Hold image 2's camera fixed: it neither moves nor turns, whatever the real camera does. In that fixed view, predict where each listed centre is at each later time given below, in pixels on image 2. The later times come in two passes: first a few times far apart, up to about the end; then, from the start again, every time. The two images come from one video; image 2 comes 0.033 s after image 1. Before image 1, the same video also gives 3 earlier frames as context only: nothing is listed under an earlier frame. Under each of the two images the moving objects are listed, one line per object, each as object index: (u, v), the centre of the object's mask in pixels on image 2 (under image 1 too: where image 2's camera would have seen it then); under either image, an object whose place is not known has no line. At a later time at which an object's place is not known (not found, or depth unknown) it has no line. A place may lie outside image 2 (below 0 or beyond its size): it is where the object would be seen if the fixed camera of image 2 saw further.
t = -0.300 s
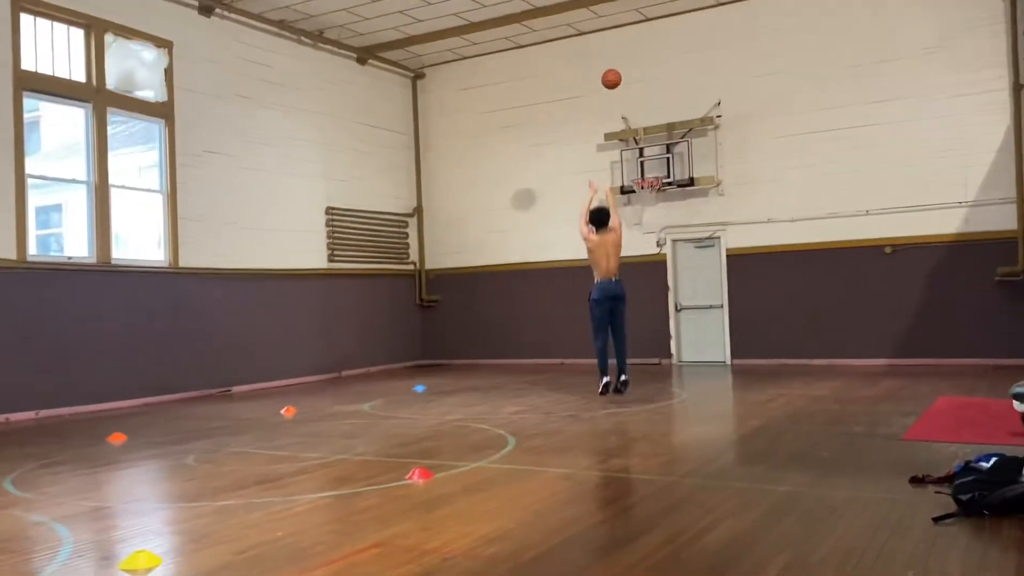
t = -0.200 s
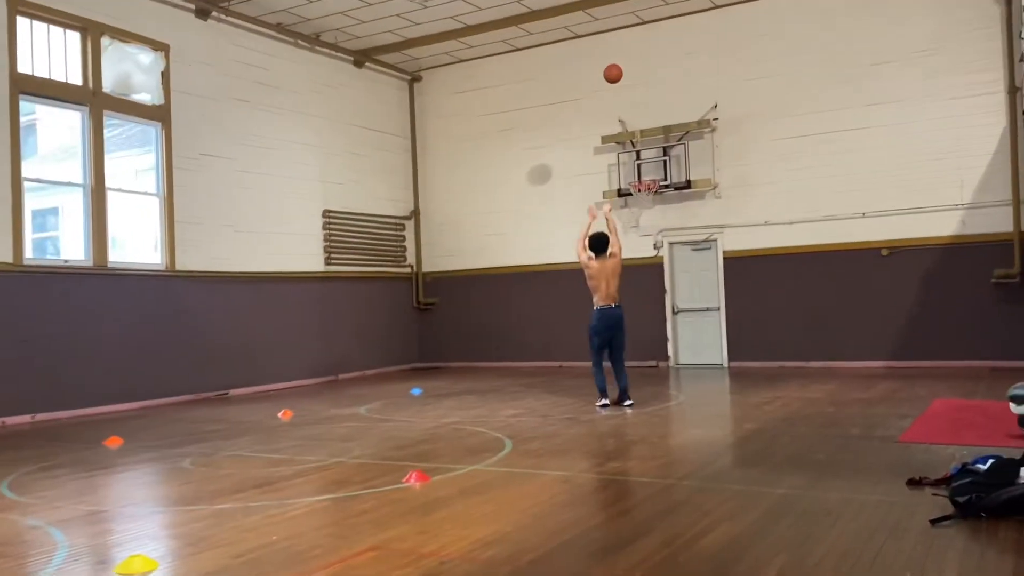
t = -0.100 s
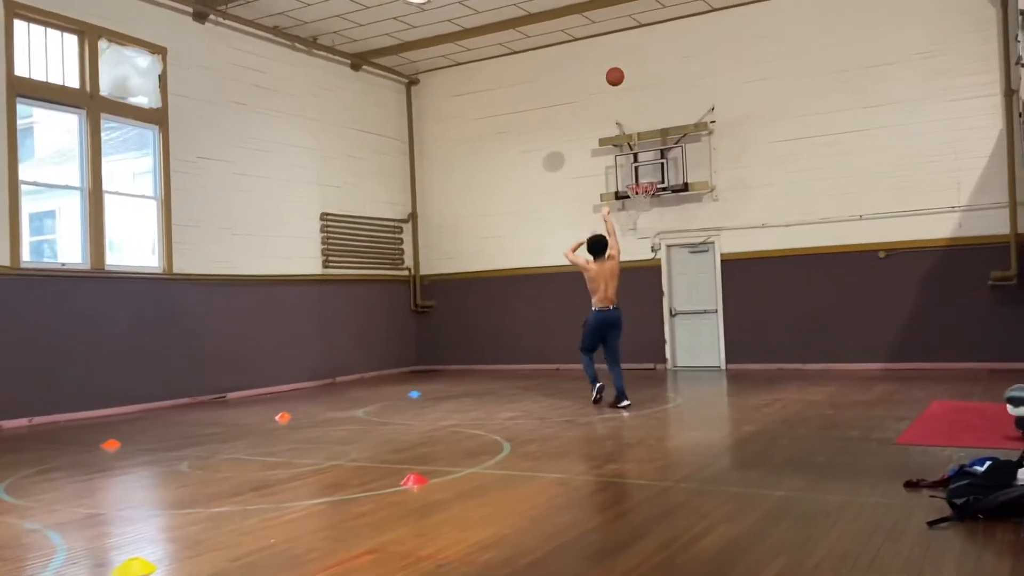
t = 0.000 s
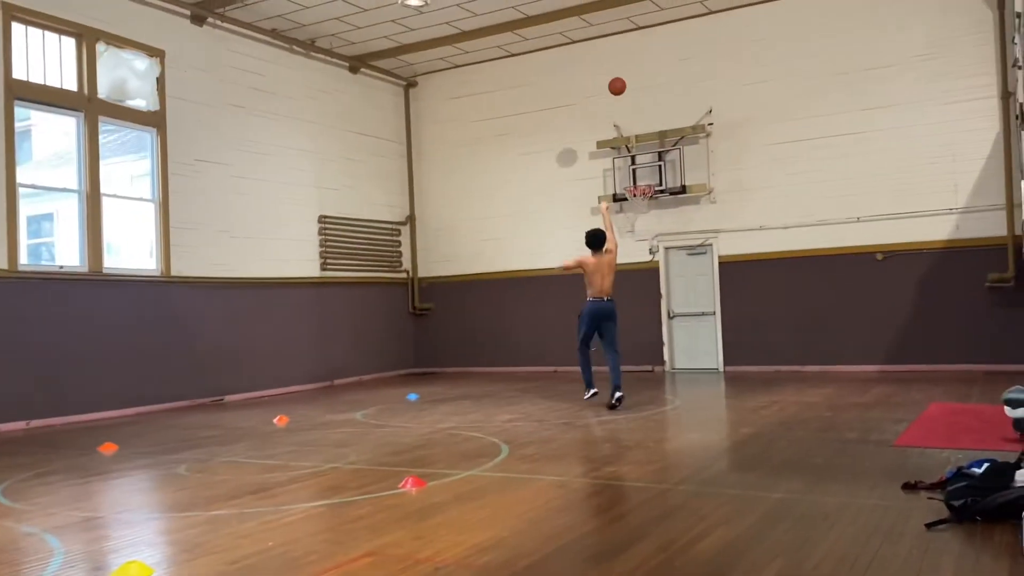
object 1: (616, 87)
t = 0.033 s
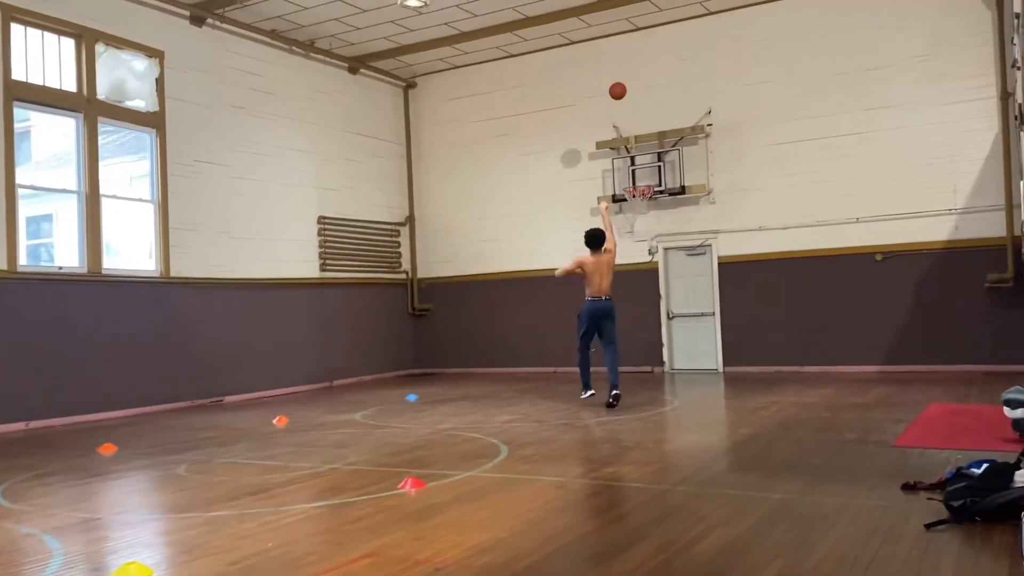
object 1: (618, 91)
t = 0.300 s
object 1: (629, 144)
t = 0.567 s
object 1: (635, 178)
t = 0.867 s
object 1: (633, 174)
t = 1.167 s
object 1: (632, 183)
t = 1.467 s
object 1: (643, 216)
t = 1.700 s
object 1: (653, 269)
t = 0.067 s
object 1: (619, 95)
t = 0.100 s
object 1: (621, 100)
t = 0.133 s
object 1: (622, 107)
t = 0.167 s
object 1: (623, 113)
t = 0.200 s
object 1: (625, 120)
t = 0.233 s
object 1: (626, 127)
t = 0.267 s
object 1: (628, 136)
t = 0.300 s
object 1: (629, 144)
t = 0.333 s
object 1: (630, 154)
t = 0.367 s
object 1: (631, 163)
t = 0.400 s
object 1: (633, 174)
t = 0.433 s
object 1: (634, 180)
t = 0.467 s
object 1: (634, 178)
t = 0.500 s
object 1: (635, 178)
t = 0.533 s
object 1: (635, 178)
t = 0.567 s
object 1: (635, 178)
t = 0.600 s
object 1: (635, 179)
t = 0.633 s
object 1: (636, 180)
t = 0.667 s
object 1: (637, 181)
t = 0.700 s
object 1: (637, 180)
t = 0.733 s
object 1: (637, 179)
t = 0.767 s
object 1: (636, 177)
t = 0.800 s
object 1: (636, 175)
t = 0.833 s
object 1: (634, 175)
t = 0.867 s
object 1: (633, 174)
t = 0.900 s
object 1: (632, 175)
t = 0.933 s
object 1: (632, 175)
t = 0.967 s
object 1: (631, 177)
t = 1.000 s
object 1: (630, 179)
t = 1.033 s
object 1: (629, 181)
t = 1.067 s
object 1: (629, 182)
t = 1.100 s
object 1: (630, 182)
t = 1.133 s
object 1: (631, 182)
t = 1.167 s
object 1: (632, 183)
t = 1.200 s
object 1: (633, 184)
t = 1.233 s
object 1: (635, 185)
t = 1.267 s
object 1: (637, 188)
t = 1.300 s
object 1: (641, 195)
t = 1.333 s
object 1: (638, 200)
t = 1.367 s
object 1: (640, 208)
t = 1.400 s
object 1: (641, 208)
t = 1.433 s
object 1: (642, 212)
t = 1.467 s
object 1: (643, 216)
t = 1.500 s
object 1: (644, 222)
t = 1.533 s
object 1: (645, 228)
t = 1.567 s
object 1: (646, 235)
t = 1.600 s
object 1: (648, 242)
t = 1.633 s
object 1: (649, 250)
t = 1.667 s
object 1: (650, 260)
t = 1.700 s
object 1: (653, 269)
